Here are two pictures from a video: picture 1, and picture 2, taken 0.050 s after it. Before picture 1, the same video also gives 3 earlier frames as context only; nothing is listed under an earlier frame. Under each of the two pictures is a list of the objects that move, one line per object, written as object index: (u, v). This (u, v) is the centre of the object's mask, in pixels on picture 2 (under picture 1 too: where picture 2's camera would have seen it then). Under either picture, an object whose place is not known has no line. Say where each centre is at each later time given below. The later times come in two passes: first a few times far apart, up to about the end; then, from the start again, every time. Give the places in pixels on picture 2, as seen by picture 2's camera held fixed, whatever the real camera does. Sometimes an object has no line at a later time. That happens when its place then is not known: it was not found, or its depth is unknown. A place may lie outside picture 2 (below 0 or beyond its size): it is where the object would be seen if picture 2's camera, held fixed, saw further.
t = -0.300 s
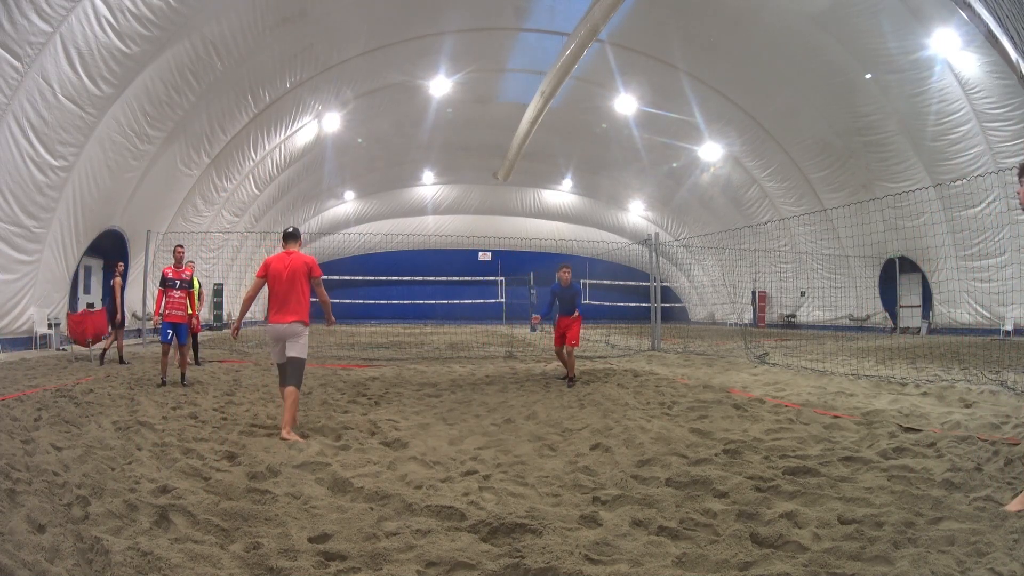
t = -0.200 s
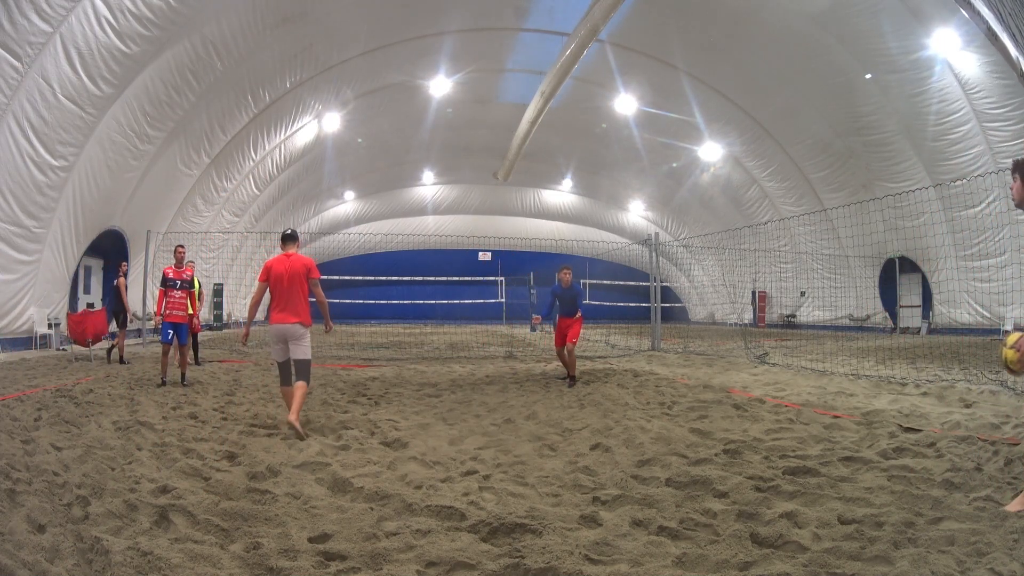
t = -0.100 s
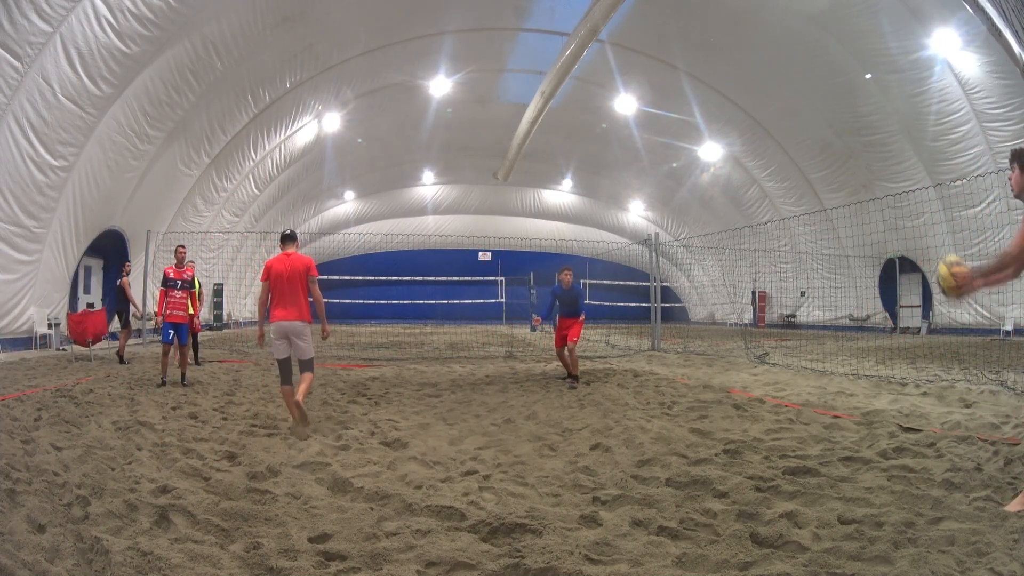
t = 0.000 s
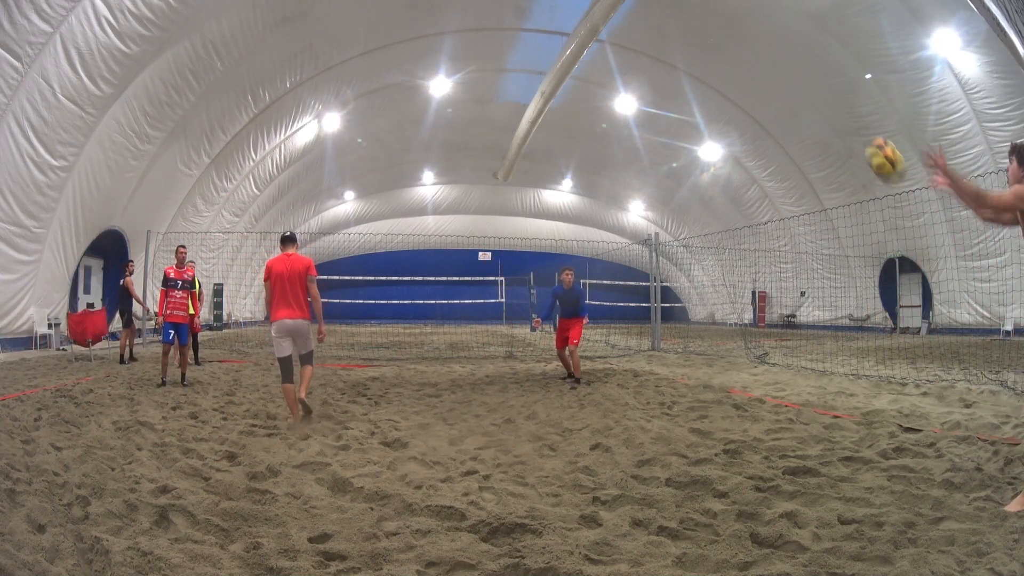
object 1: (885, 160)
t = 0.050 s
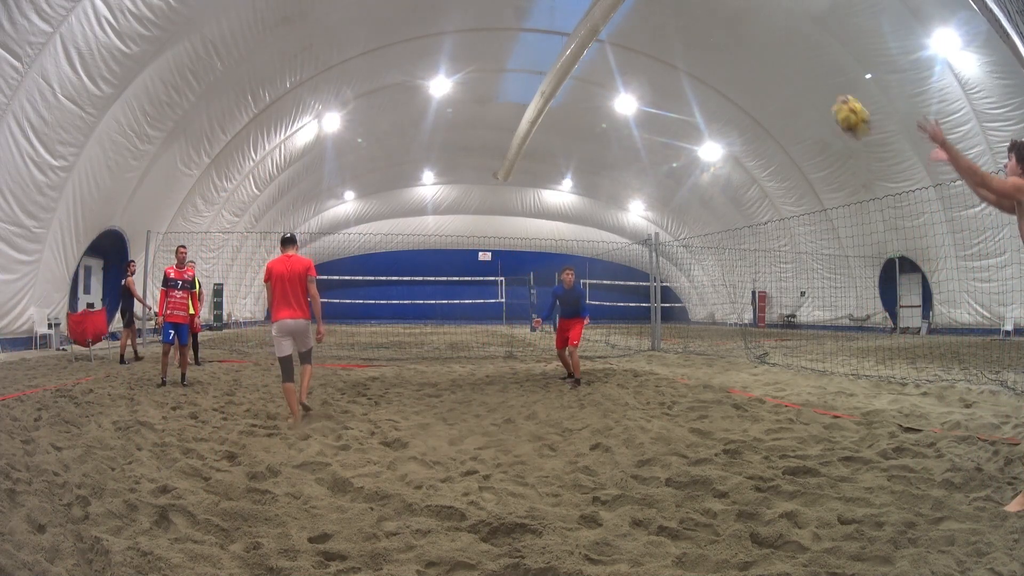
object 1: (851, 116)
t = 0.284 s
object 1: (729, 18)
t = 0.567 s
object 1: (642, 17)
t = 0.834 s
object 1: (590, 74)
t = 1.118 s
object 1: (548, 187)
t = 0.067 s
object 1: (840, 104)
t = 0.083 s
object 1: (831, 94)
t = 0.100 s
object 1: (820, 83)
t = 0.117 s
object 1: (810, 73)
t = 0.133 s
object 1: (802, 65)
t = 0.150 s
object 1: (791, 57)
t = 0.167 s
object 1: (783, 50)
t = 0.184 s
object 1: (775, 43)
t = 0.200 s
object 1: (765, 37)
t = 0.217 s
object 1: (758, 33)
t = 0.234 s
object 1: (750, 28)
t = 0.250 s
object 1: (742, 24)
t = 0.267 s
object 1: (736, 21)
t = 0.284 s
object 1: (729, 18)
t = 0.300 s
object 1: (721, 15)
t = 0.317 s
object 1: (716, 13)
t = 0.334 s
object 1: (710, 11)
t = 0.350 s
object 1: (703, 10)
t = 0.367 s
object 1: (698, 10)
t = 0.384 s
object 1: (692, 9)
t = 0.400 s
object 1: (686, 9)
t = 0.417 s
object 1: (682, 8)
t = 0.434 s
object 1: (676, 9)
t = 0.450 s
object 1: (671, 9)
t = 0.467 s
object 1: (667, 9)
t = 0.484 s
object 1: (663, 10)
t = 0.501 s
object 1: (658, 10)
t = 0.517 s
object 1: (654, 11)
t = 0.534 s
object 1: (650, 13)
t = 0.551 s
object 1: (645, 15)
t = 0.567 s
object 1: (642, 17)
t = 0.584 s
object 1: (638, 19)
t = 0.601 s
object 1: (634, 22)
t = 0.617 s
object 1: (631, 24)
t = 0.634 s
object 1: (627, 27)
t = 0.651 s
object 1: (623, 30)
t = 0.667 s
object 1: (620, 32)
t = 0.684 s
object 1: (616, 35)
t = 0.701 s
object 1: (613, 40)
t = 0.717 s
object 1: (610, 43)
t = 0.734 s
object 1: (607, 47)
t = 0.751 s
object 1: (603, 51)
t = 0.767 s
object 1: (601, 56)
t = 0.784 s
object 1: (598, 60)
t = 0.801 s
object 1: (595, 65)
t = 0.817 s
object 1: (592, 70)
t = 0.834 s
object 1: (590, 74)
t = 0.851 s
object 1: (587, 80)
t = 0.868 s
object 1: (584, 86)
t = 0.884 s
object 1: (582, 90)
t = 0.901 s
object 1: (579, 97)
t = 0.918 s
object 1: (576, 103)
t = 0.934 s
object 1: (574, 108)
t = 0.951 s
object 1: (571, 115)
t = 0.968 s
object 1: (568, 122)
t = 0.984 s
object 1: (566, 128)
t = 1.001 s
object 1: (564, 135)
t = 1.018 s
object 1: (561, 142)
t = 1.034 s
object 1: (559, 149)
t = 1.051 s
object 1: (556, 156)
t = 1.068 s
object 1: (554, 165)
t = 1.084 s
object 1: (552, 172)
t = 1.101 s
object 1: (550, 179)
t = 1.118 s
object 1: (548, 187)
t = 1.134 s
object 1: (546, 196)
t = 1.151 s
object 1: (543, 204)
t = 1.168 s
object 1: (541, 212)
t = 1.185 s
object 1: (539, 221)
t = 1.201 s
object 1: (537, 229)
